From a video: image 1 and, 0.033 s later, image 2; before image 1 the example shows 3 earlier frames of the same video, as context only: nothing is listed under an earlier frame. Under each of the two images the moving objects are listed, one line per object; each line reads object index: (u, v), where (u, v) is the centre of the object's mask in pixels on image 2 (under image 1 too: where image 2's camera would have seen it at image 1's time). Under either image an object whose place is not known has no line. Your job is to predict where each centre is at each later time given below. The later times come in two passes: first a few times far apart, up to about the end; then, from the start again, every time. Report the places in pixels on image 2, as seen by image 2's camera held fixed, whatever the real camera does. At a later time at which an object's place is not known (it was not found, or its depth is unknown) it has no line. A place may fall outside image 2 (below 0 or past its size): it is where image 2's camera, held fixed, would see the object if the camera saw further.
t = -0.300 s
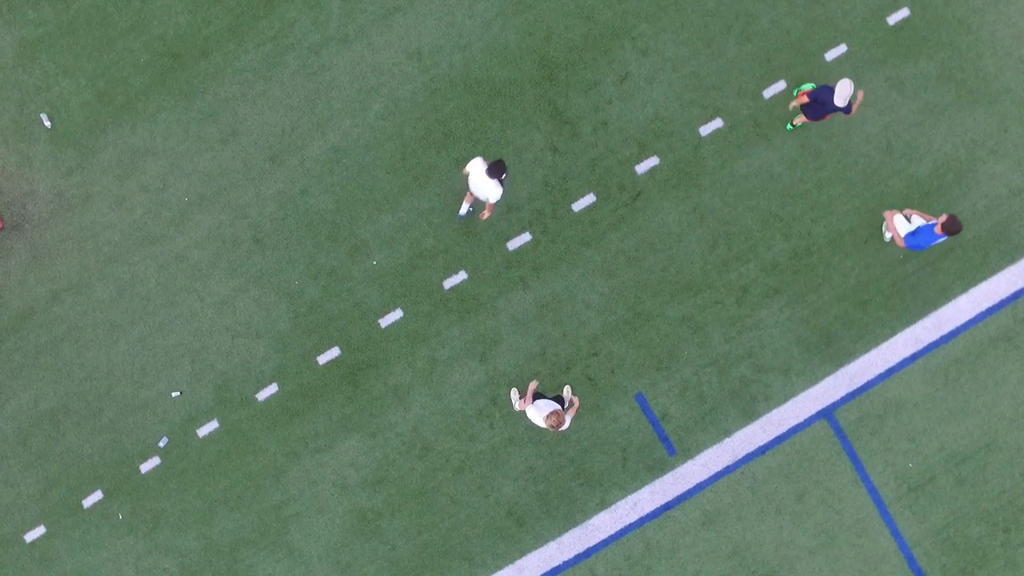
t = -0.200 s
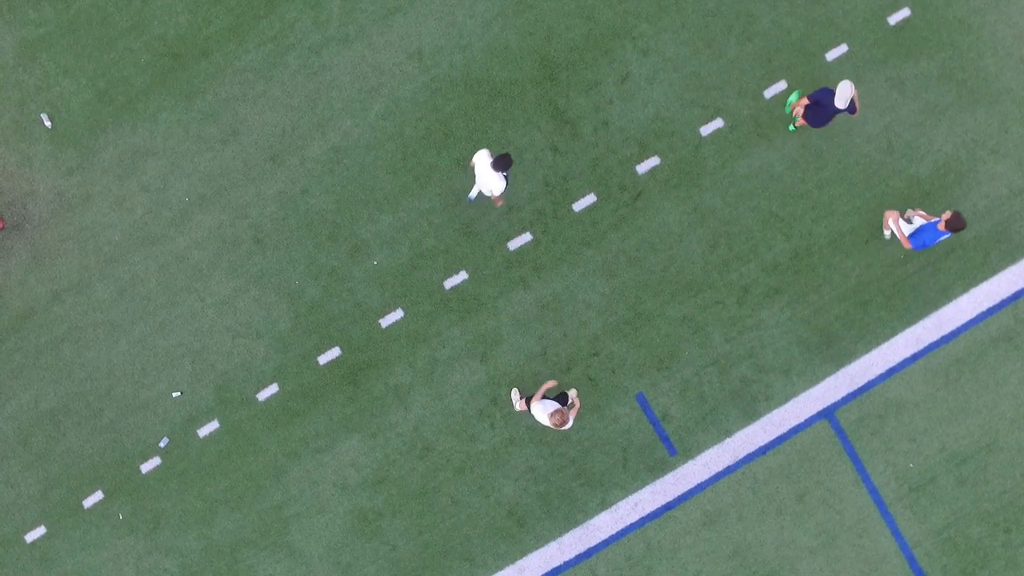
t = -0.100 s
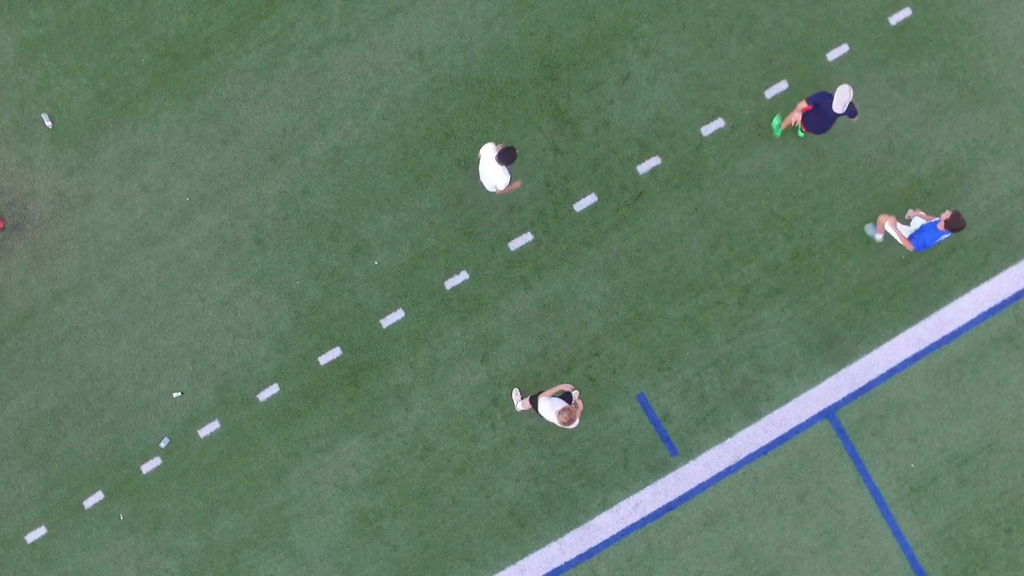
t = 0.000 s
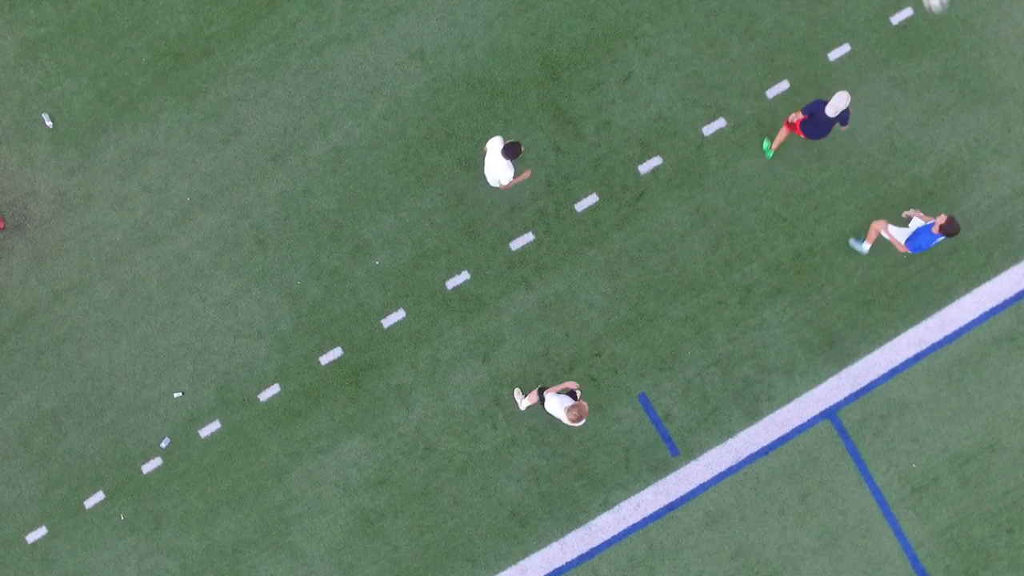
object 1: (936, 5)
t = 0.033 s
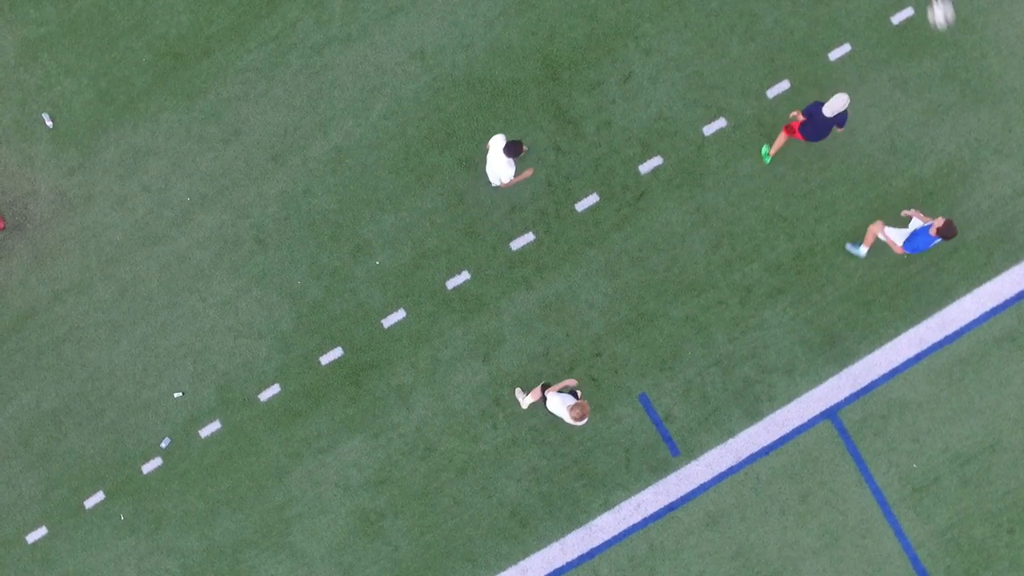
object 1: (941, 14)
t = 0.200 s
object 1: (955, 108)
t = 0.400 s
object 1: (951, 227)
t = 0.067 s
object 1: (944, 31)
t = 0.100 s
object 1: (948, 49)
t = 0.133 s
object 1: (951, 68)
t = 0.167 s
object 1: (953, 88)
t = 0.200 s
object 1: (955, 108)
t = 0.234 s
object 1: (956, 128)
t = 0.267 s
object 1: (956, 148)
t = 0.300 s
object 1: (956, 168)
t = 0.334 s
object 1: (955, 188)
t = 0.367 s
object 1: (953, 208)
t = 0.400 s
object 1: (951, 227)
